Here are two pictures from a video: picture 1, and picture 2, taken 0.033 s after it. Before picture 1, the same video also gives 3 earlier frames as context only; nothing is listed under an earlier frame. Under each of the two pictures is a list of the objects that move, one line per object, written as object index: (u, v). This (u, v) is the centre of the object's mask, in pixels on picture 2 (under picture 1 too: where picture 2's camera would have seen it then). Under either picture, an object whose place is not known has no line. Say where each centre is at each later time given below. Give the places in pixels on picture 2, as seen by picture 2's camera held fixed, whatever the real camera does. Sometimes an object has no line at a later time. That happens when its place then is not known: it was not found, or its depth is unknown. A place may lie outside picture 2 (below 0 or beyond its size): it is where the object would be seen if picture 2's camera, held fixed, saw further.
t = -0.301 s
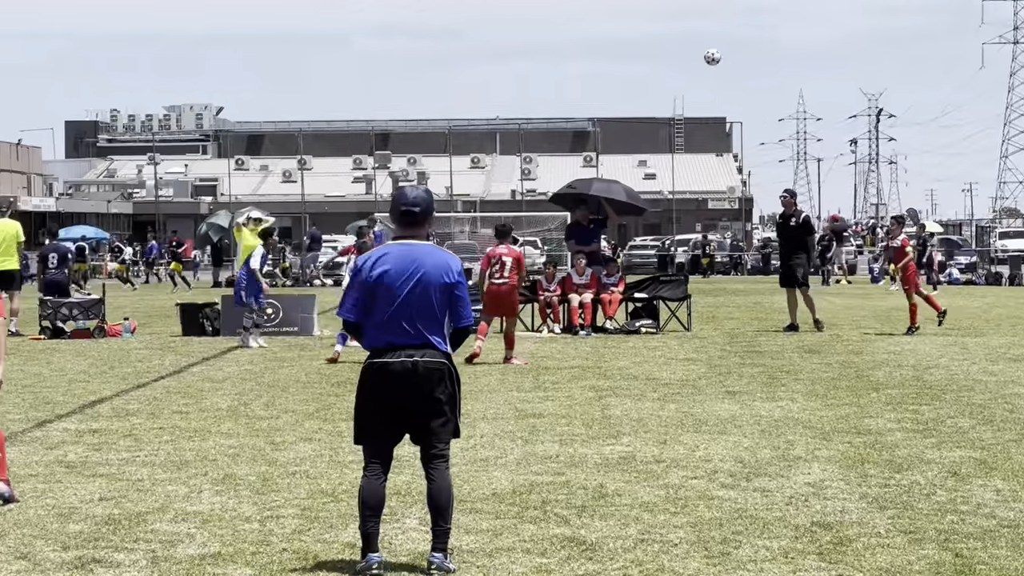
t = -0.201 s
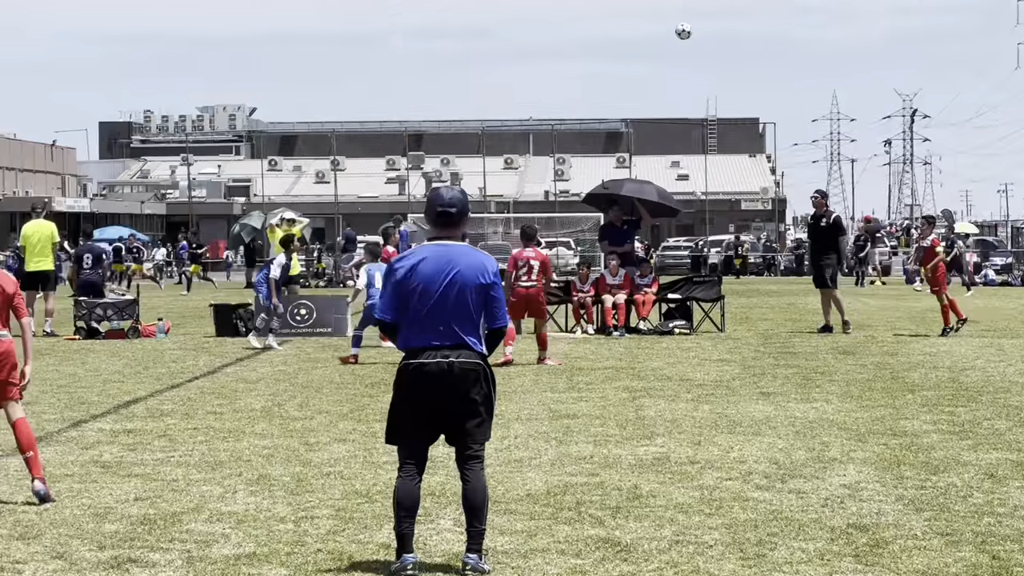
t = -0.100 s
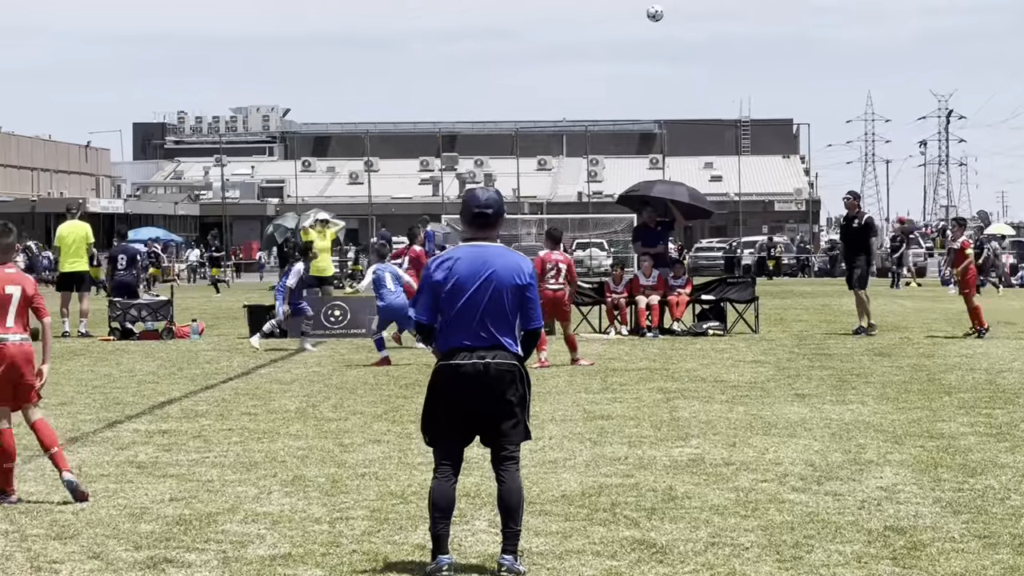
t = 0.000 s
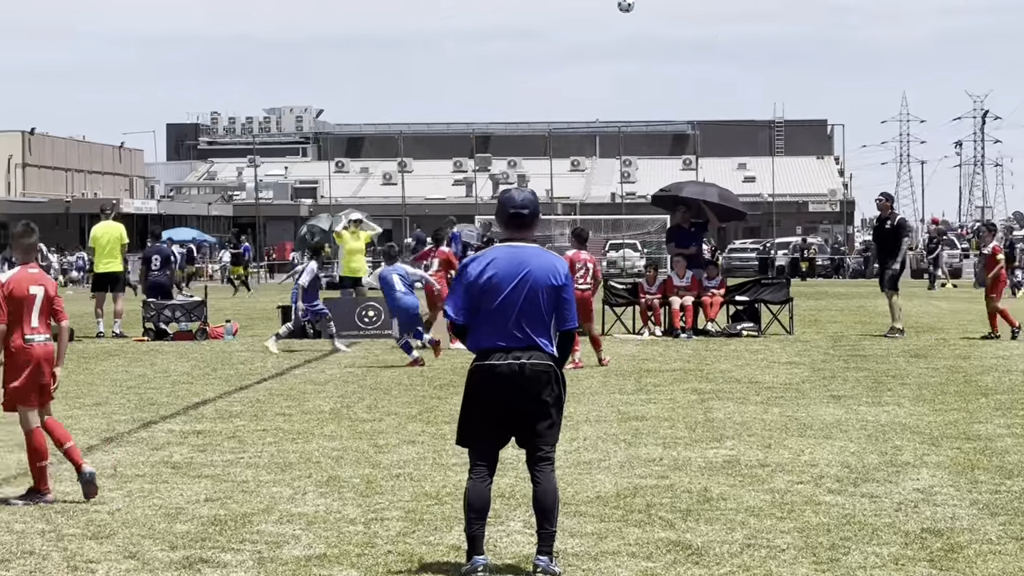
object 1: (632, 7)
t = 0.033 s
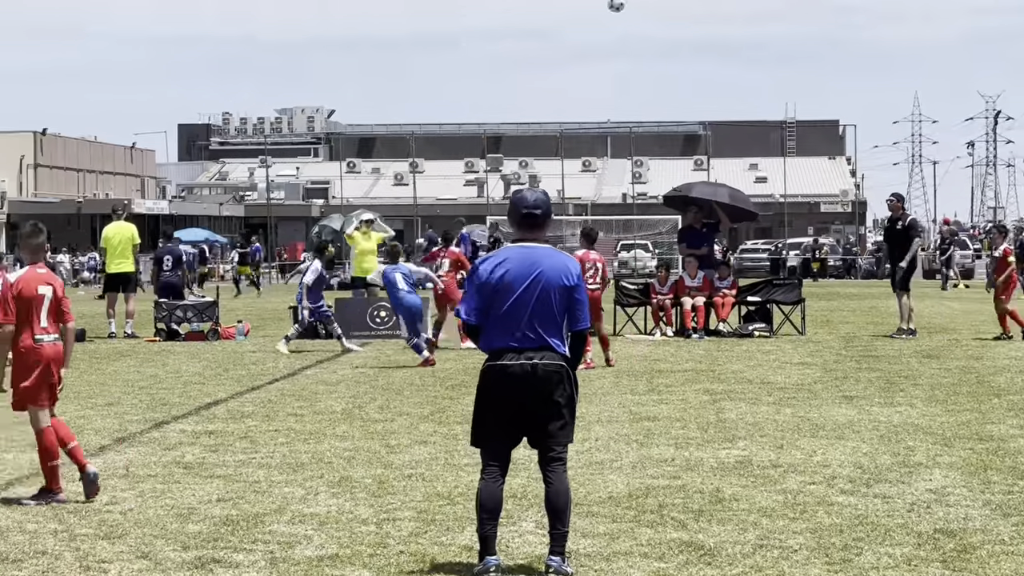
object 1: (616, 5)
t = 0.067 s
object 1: (600, 5)
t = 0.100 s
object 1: (583, 6)
